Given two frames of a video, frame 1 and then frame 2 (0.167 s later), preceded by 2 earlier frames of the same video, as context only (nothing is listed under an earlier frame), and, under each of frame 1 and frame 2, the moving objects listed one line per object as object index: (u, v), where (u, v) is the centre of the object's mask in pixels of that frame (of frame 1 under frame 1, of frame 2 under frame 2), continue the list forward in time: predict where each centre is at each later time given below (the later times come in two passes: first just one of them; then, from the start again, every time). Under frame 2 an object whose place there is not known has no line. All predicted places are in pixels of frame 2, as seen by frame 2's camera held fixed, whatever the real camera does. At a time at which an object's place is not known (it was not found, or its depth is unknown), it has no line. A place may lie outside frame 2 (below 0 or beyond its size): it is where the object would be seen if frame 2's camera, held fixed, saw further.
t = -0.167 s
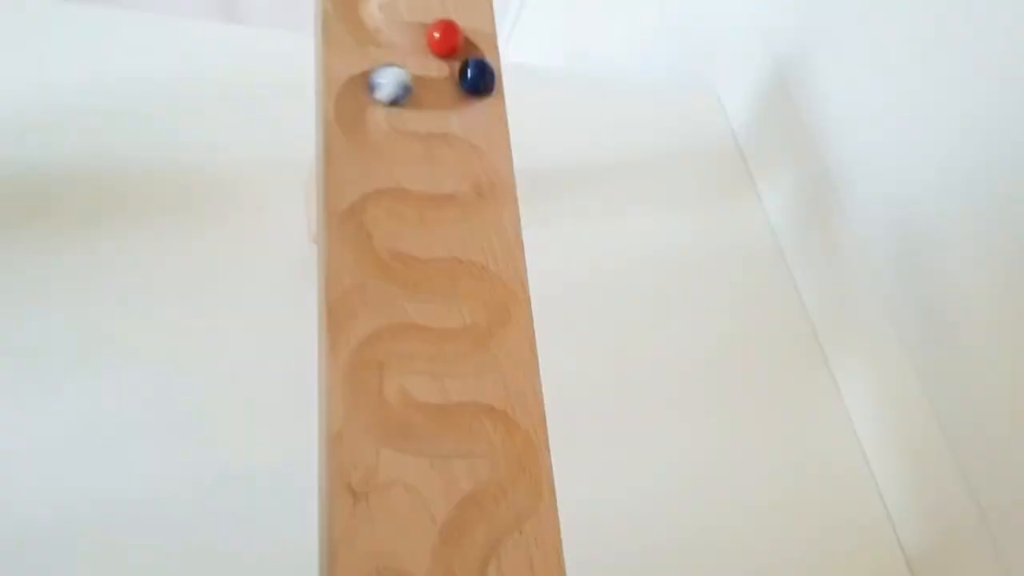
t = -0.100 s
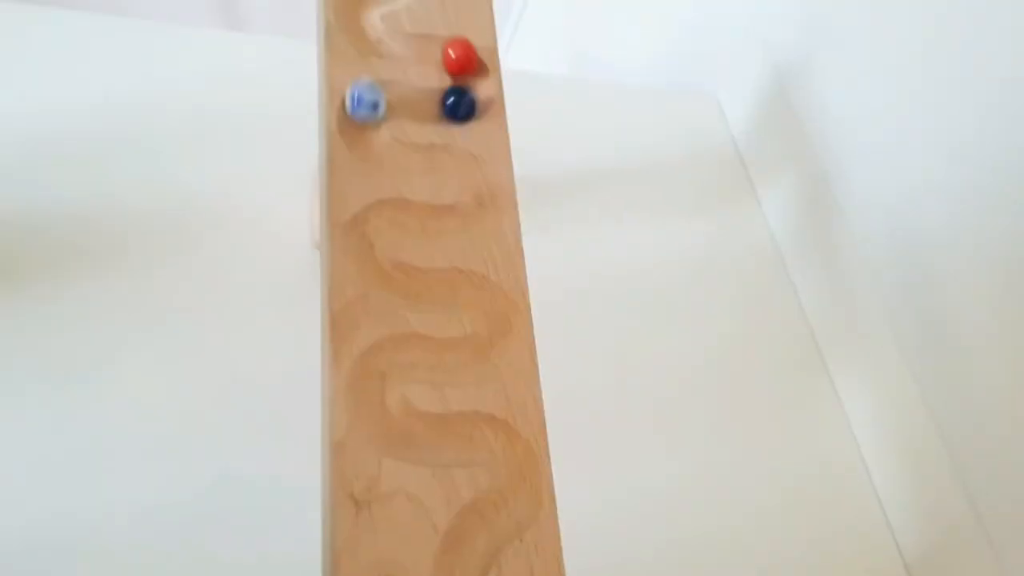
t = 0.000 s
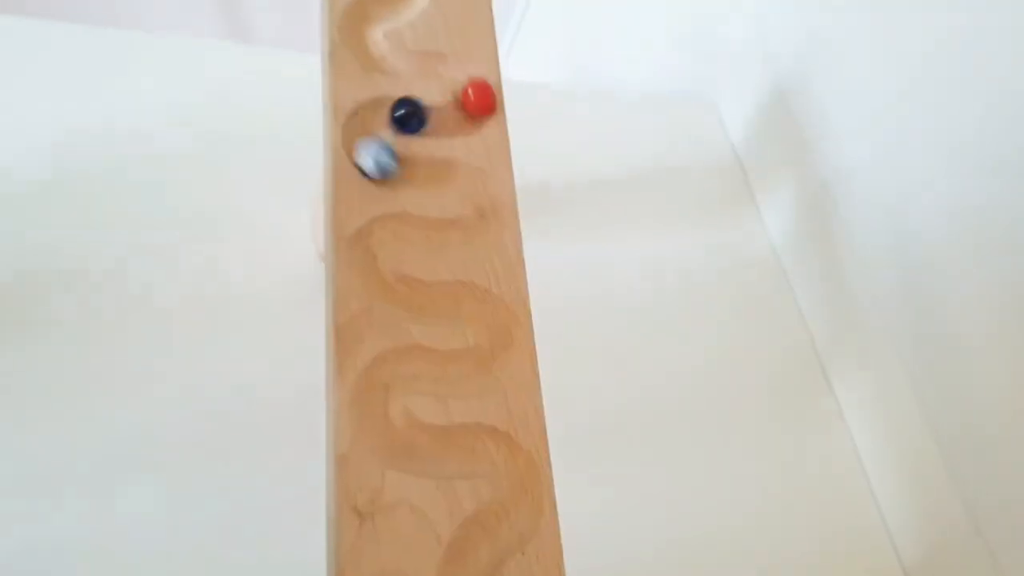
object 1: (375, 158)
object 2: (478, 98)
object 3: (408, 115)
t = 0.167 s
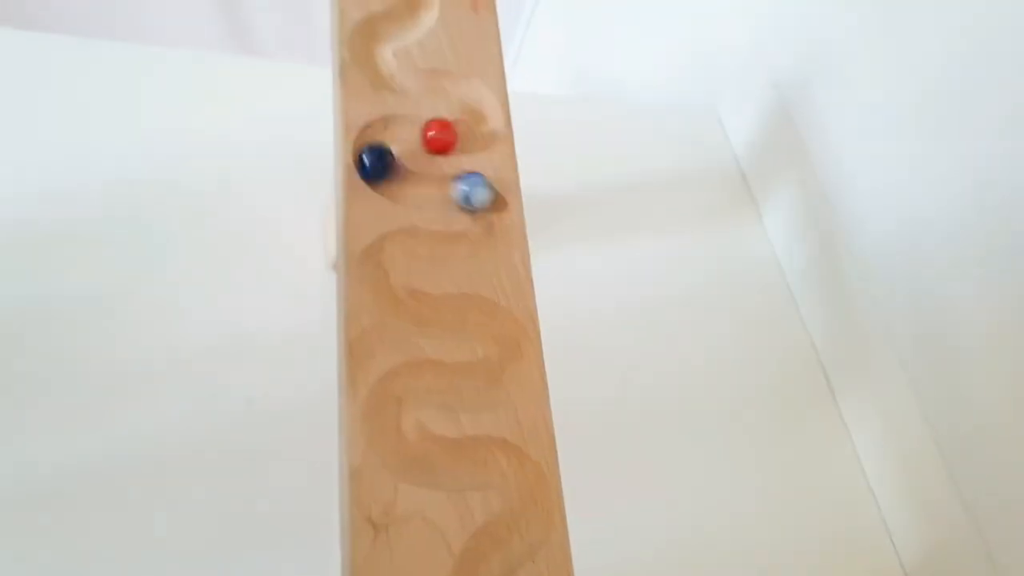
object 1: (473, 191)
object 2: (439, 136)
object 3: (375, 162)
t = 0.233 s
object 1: (494, 207)
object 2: (408, 131)
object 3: (402, 186)
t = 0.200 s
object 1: (486, 195)
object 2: (423, 135)
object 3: (386, 176)
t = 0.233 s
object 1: (494, 207)
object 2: (408, 131)
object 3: (402, 186)
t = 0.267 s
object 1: (501, 220)
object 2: (392, 126)
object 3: (419, 191)
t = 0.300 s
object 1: (500, 233)
